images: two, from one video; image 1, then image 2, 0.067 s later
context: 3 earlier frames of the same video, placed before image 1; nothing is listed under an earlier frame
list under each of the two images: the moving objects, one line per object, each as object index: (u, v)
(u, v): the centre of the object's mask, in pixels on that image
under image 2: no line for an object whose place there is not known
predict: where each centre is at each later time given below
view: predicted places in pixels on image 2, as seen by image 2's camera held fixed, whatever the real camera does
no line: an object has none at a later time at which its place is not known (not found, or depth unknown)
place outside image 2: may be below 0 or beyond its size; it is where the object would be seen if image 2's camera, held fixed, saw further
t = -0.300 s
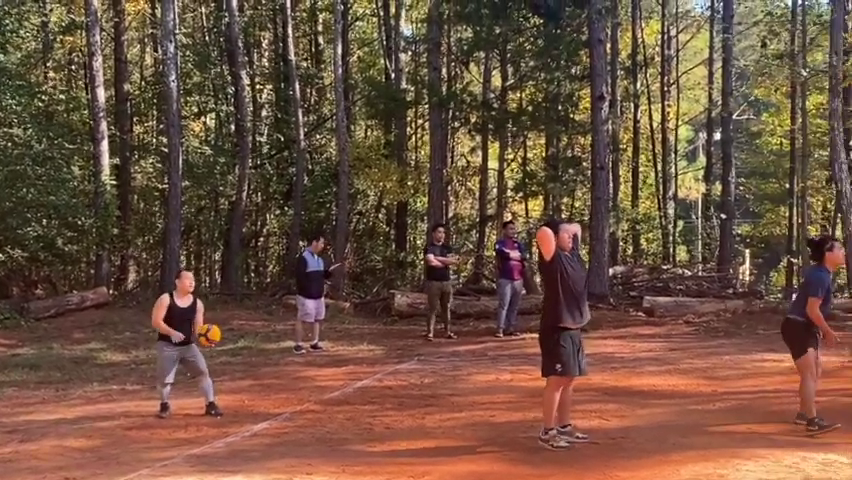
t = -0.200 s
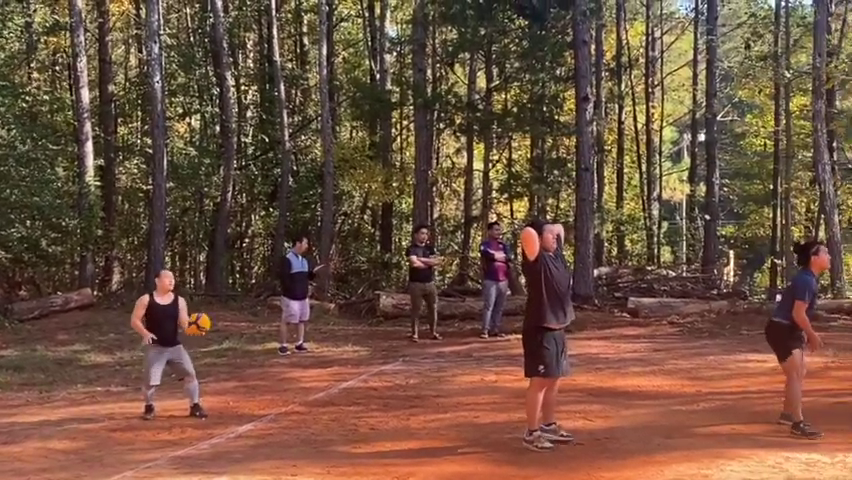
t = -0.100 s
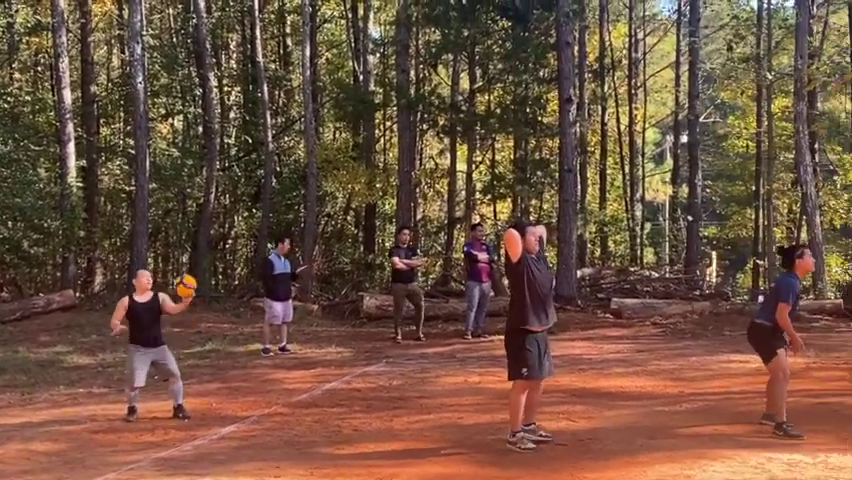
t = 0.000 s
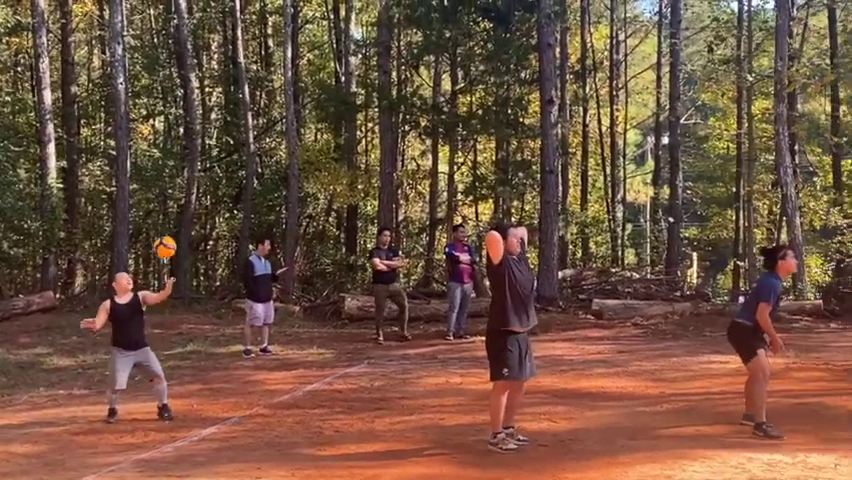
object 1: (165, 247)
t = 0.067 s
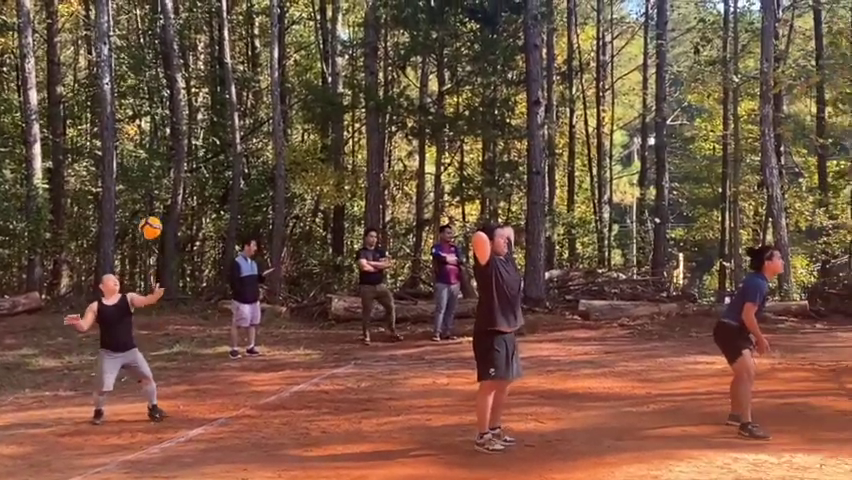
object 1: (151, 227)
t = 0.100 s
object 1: (150, 219)
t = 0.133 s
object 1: (149, 212)
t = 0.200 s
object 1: (148, 201)
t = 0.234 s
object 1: (148, 197)
